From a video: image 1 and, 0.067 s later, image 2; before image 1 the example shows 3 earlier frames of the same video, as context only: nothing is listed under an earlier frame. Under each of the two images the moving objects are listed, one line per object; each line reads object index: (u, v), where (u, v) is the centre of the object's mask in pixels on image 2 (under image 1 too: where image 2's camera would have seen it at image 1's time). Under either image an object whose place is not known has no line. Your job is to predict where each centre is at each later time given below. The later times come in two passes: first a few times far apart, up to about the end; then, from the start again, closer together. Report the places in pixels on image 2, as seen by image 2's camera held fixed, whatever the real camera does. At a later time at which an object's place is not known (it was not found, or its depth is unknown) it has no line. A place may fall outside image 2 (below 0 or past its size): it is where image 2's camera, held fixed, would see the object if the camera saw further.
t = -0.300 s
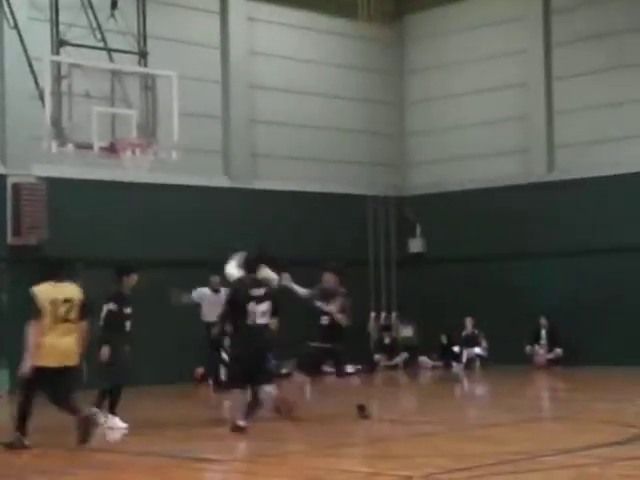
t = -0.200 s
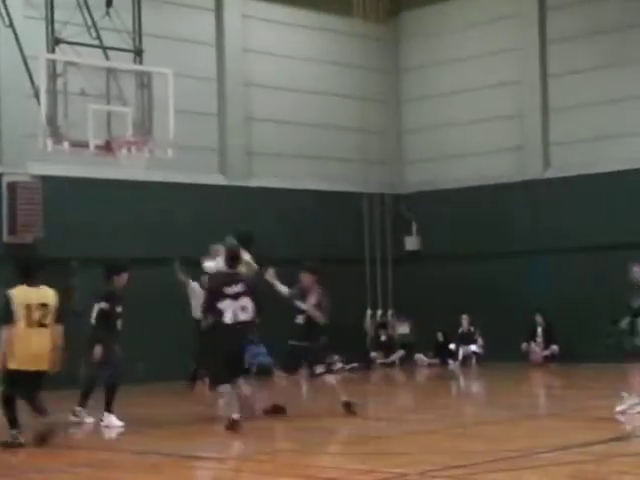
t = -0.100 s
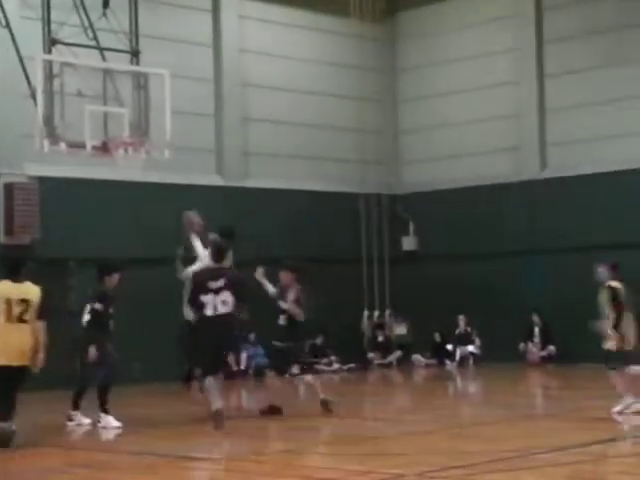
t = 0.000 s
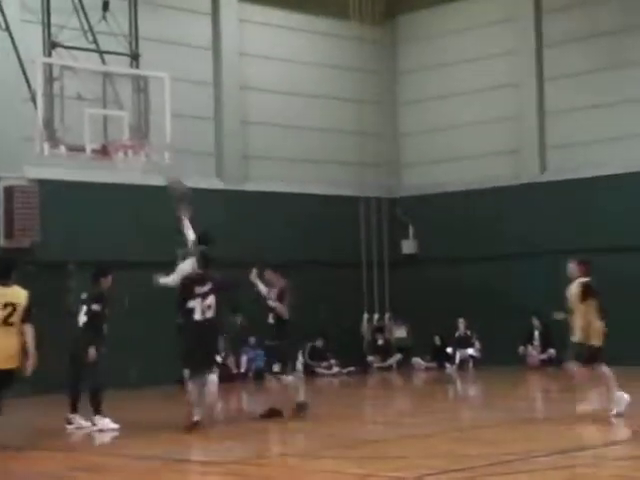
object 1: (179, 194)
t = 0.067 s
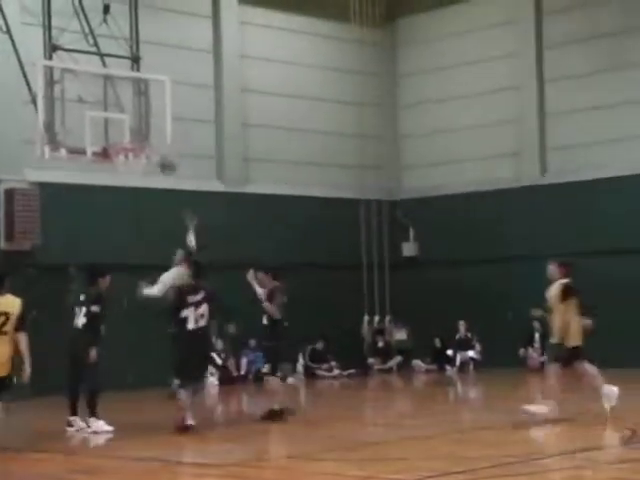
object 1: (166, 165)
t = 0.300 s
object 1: (144, 110)
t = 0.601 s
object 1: (149, 104)
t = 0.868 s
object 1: (156, 125)
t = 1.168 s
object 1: (170, 134)
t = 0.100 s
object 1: (163, 153)
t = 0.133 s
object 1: (160, 145)
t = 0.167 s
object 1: (153, 137)
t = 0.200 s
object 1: (151, 129)
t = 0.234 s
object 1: (149, 121)
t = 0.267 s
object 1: (144, 113)
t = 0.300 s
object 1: (144, 110)
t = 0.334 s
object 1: (144, 107)
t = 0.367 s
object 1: (146, 101)
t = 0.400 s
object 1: (146, 98)
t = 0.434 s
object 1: (146, 98)
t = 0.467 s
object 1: (146, 98)
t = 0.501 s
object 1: (147, 98)
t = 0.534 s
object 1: (148, 98)
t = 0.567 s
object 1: (148, 100)
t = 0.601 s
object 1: (149, 104)
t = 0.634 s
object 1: (149, 108)
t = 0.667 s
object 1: (150, 114)
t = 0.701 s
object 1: (151, 121)
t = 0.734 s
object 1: (151, 127)
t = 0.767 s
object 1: (153, 134)
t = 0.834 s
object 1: (155, 129)
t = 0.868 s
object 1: (156, 125)
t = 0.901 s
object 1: (157, 122)
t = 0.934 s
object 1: (158, 121)
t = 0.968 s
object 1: (158, 120)
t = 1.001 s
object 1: (161, 119)
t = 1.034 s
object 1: (162, 119)
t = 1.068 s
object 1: (164, 120)
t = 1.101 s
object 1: (167, 125)
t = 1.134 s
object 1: (169, 129)
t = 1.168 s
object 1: (170, 134)
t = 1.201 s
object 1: (171, 140)
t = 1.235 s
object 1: (174, 147)
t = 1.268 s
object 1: (176, 155)
